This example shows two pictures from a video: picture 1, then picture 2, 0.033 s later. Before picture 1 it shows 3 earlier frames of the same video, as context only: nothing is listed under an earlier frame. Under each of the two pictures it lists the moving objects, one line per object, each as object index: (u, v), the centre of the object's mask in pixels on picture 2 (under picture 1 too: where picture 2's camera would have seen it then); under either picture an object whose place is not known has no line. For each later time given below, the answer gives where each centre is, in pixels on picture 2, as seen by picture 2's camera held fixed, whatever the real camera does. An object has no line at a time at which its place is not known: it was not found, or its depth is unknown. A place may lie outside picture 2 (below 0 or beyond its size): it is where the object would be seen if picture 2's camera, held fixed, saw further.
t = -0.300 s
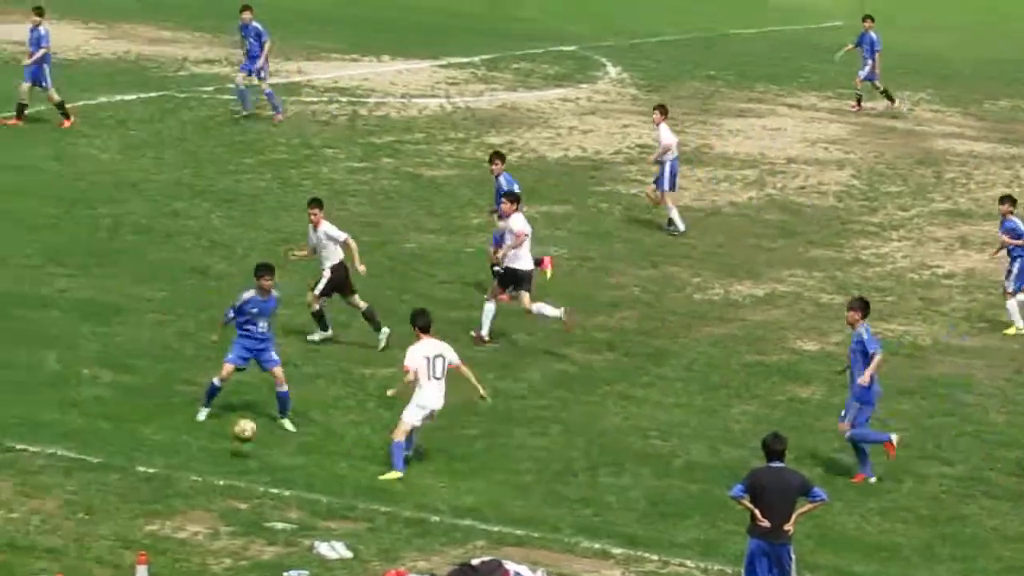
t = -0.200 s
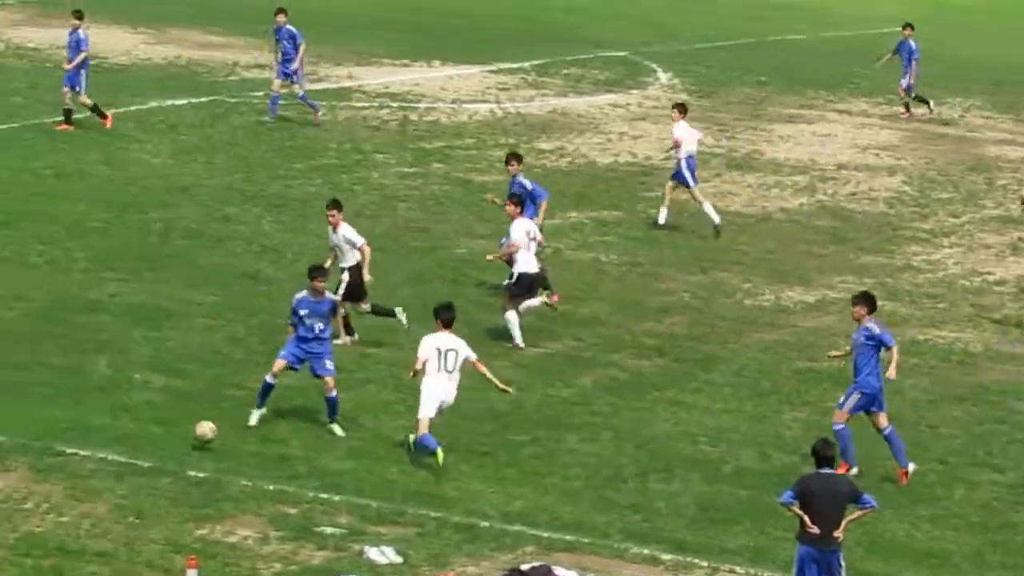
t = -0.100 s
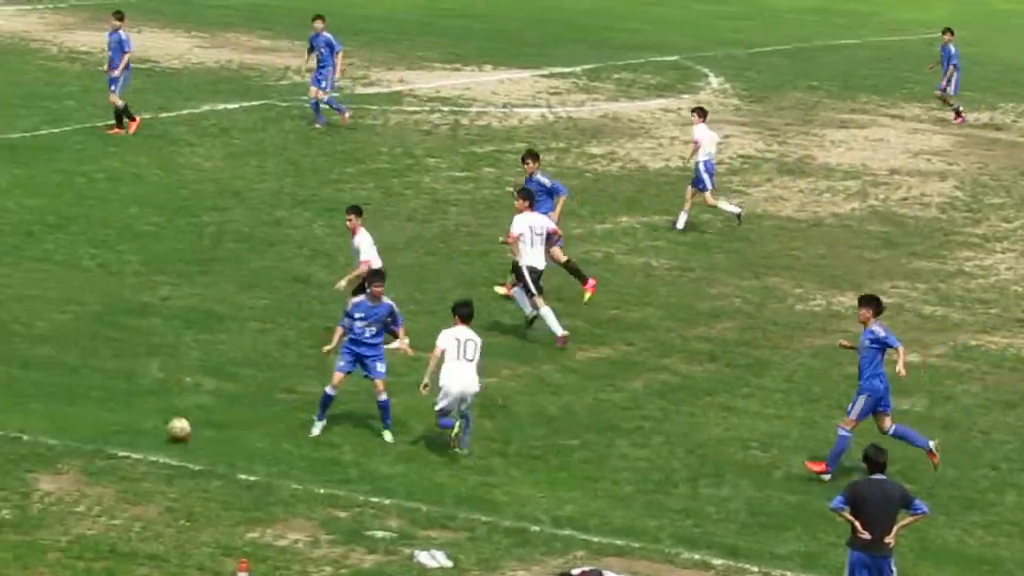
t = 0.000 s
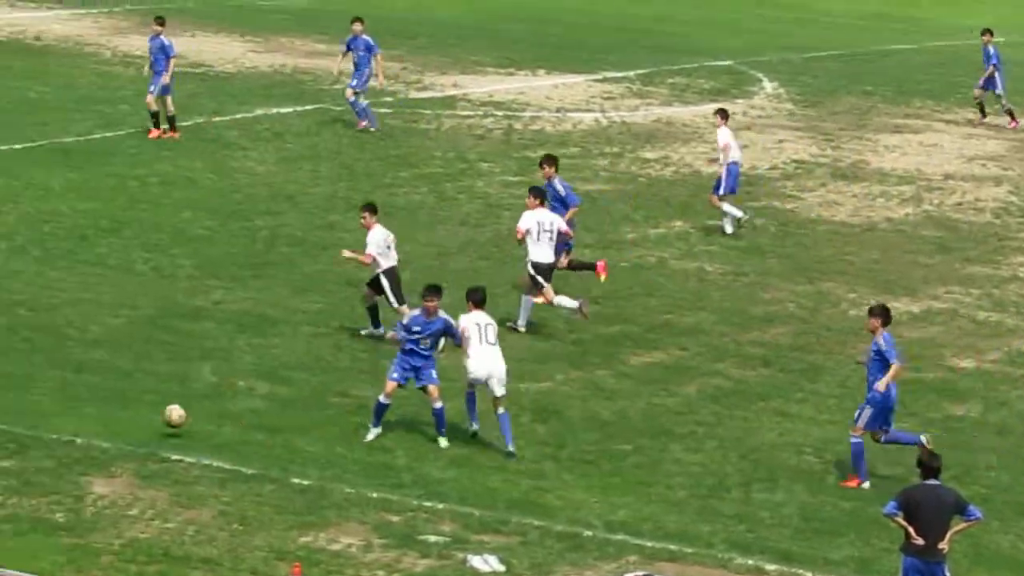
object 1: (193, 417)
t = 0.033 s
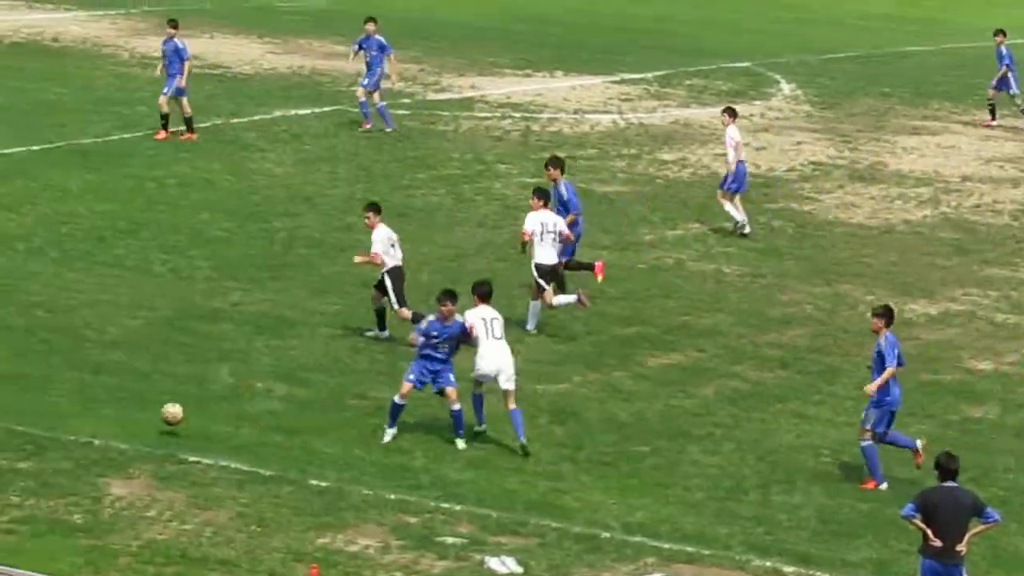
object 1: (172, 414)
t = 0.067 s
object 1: (153, 412)
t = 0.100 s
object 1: (133, 411)
